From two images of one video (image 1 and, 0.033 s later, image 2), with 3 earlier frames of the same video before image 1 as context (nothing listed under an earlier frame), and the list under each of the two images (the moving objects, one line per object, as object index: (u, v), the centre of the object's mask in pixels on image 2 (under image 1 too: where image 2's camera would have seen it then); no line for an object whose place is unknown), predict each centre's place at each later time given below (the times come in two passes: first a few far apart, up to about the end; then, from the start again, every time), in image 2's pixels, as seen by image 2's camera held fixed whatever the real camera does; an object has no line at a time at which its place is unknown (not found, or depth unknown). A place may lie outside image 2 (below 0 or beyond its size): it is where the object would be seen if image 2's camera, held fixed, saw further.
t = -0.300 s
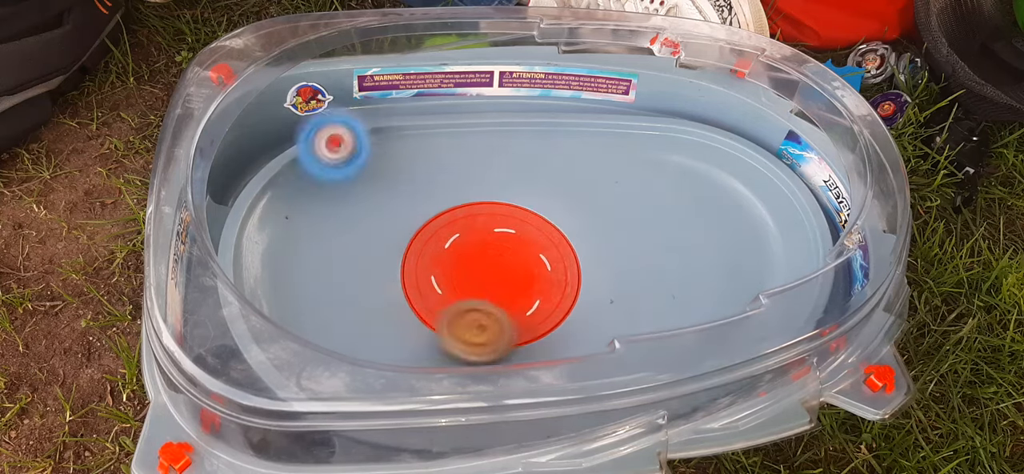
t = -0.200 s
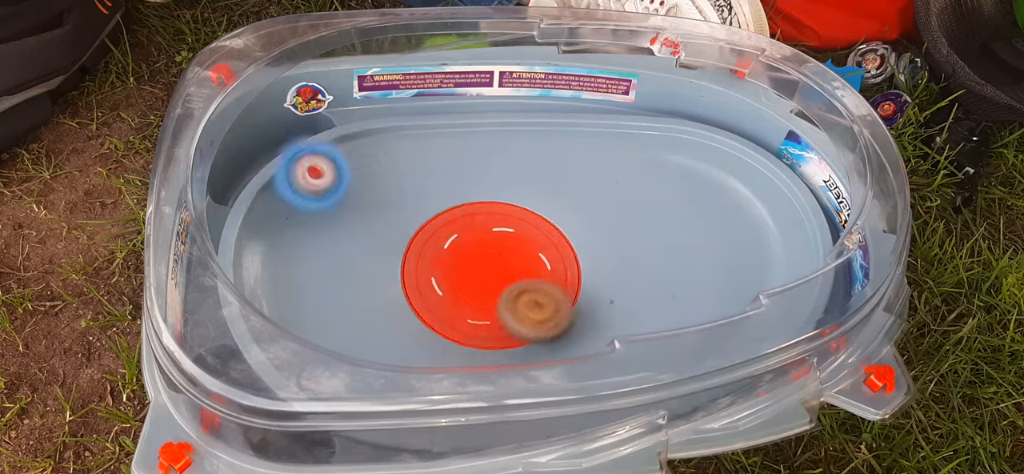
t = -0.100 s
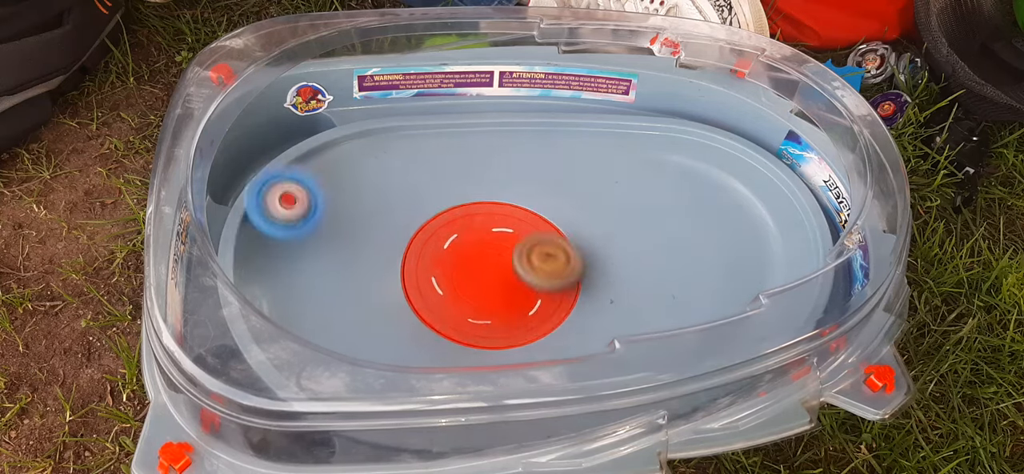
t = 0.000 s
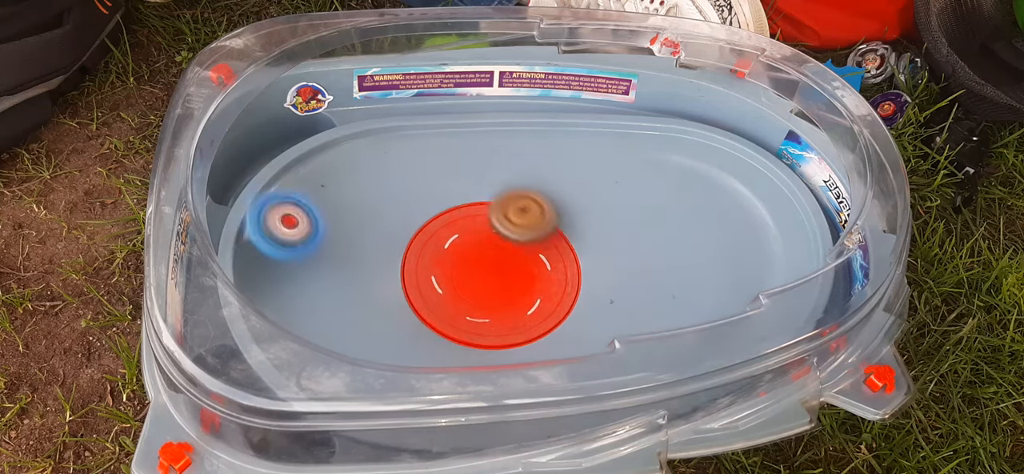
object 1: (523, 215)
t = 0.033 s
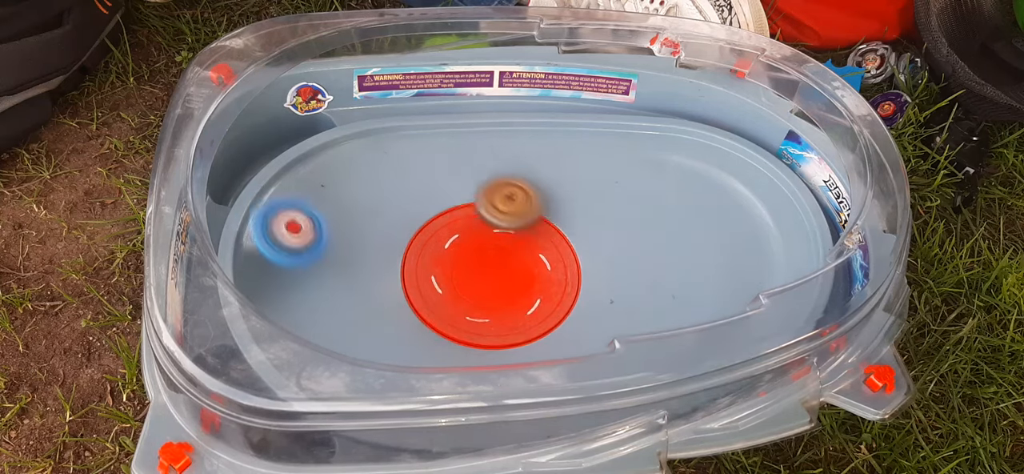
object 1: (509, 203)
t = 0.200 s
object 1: (418, 197)
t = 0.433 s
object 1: (431, 304)
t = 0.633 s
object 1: (562, 274)
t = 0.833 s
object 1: (542, 175)
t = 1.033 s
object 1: (497, 149)
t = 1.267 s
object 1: (463, 181)
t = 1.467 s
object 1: (466, 264)
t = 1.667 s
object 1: (566, 282)
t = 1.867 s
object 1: (574, 212)
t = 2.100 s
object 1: (477, 225)
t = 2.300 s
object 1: (498, 299)
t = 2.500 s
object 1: (570, 297)
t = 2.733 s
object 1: (543, 226)
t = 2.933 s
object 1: (463, 248)
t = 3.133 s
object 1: (452, 285)
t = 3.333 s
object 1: (495, 305)
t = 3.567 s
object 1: (529, 260)
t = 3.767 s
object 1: (495, 229)
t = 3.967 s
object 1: (465, 232)
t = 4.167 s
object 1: (459, 247)
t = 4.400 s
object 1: (488, 255)
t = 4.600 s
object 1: (513, 241)
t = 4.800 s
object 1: (518, 223)
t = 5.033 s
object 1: (504, 227)
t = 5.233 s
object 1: (508, 243)
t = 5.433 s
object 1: (526, 248)
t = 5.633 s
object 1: (532, 247)
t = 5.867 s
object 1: (519, 251)
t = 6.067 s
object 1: (519, 264)
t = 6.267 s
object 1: (523, 267)
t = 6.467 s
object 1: (516, 262)
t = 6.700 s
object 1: (503, 263)
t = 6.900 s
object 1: (505, 258)
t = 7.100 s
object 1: (496, 244)
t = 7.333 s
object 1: (474, 239)
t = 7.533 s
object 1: (479, 256)
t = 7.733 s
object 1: (496, 260)
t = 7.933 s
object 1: (500, 265)
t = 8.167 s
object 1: (517, 270)
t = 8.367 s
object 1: (520, 252)
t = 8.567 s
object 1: (510, 240)
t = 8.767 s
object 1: (487, 232)
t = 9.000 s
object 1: (473, 233)
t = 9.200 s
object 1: (468, 241)
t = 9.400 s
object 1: (476, 259)
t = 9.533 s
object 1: (485, 263)
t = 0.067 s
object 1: (493, 193)
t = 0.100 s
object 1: (476, 187)
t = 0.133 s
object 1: (457, 187)
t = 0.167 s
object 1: (438, 191)
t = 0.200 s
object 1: (418, 197)
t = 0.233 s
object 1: (402, 207)
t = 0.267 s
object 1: (391, 219)
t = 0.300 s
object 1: (386, 234)
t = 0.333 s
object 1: (386, 251)
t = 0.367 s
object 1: (394, 270)
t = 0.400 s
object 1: (409, 288)
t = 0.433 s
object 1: (431, 304)
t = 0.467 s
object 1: (458, 315)
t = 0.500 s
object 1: (485, 318)
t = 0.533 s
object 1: (510, 313)
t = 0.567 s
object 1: (532, 303)
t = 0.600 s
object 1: (549, 289)
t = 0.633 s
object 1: (562, 274)
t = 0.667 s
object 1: (572, 258)
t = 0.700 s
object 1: (575, 239)
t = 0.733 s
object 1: (572, 222)
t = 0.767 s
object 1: (565, 205)
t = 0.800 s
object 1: (554, 189)
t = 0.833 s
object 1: (542, 175)
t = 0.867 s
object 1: (530, 165)
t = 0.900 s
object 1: (520, 158)
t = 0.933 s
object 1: (512, 153)
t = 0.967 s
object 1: (506, 151)
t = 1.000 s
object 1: (501, 149)
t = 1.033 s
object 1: (497, 149)
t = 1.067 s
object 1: (493, 150)
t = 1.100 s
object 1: (490, 152)
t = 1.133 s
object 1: (486, 154)
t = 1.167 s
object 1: (483, 158)
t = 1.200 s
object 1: (478, 162)
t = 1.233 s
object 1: (472, 170)
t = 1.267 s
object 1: (463, 181)
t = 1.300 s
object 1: (453, 195)
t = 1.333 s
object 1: (445, 210)
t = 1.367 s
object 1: (443, 225)
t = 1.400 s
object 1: (446, 239)
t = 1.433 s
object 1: (454, 253)
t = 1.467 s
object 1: (466, 264)
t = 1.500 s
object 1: (481, 274)
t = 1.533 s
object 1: (496, 279)
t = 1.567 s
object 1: (513, 283)
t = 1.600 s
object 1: (531, 286)
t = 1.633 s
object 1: (548, 286)
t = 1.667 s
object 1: (566, 282)
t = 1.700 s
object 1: (577, 273)
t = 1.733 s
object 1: (581, 263)
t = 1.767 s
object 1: (583, 251)
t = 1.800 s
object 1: (583, 238)
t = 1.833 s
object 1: (581, 224)
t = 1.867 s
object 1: (574, 212)
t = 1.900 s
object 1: (562, 203)
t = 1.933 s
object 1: (547, 198)
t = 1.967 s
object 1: (529, 196)
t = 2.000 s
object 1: (510, 198)
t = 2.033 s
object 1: (495, 204)
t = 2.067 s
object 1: (484, 213)
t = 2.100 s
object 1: (477, 225)
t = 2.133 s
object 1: (473, 238)
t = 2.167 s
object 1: (474, 252)
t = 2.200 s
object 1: (476, 265)
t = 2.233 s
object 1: (482, 278)
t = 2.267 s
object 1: (489, 289)
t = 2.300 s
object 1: (498, 299)
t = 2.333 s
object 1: (510, 307)
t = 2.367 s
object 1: (524, 313)
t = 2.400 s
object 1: (537, 315)
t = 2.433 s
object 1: (549, 311)
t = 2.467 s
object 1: (560, 305)
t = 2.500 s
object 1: (570, 297)
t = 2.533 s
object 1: (578, 288)
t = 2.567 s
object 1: (583, 278)
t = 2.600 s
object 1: (583, 266)
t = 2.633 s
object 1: (579, 253)
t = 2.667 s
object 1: (571, 241)
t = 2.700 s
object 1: (558, 232)
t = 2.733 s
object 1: (543, 226)
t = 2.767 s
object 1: (527, 224)
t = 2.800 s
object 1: (510, 224)
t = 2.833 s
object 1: (495, 228)
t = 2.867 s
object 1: (482, 233)
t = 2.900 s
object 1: (471, 240)
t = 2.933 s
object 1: (463, 248)
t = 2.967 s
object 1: (457, 253)
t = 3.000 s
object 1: (455, 256)
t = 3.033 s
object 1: (453, 262)
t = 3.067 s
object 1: (451, 269)
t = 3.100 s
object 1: (450, 277)
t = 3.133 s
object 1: (452, 285)
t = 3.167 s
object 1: (455, 291)
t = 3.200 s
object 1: (461, 297)
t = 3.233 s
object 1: (468, 302)
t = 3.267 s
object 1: (476, 305)
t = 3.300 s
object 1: (485, 306)
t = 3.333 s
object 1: (495, 305)
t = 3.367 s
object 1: (508, 301)
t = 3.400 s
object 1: (518, 295)
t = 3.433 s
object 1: (525, 288)
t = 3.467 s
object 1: (529, 281)
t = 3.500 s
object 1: (531, 274)
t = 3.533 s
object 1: (531, 266)
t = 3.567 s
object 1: (529, 260)
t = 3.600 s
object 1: (526, 254)
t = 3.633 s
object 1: (522, 248)
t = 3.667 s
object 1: (516, 242)
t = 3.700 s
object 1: (509, 236)
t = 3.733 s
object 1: (501, 232)
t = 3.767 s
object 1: (495, 229)
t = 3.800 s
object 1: (489, 227)
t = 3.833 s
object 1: (484, 227)
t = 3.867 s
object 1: (480, 226)
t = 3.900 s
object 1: (475, 227)
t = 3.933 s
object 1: (469, 229)
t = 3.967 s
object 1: (465, 232)
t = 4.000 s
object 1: (462, 236)
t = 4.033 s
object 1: (460, 239)
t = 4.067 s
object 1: (459, 241)
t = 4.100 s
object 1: (459, 242)
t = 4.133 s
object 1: (458, 245)
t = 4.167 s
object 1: (459, 247)
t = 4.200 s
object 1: (462, 251)
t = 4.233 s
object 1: (465, 255)
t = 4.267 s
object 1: (469, 256)
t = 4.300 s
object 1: (474, 257)
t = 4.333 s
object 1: (479, 257)
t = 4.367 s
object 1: (484, 256)
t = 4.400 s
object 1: (488, 255)
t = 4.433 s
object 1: (492, 252)
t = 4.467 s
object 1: (496, 250)
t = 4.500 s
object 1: (501, 248)
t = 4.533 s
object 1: (506, 246)
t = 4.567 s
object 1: (510, 243)
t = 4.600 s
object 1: (513, 241)
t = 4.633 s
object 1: (516, 238)
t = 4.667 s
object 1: (518, 235)
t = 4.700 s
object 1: (520, 232)
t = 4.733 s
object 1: (519, 229)
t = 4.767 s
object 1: (519, 226)
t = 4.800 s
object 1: (518, 223)
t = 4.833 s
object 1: (516, 222)
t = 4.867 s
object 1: (513, 221)
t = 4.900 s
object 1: (511, 221)
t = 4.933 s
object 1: (508, 222)
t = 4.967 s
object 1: (506, 223)
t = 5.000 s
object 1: (505, 224)
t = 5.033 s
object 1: (504, 227)
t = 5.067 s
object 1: (503, 230)
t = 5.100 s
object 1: (502, 232)
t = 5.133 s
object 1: (503, 235)
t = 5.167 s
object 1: (504, 238)
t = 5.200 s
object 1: (505, 241)
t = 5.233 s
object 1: (508, 243)
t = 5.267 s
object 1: (511, 245)
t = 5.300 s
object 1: (514, 247)
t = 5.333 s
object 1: (517, 248)
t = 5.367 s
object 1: (520, 249)
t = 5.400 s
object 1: (523, 248)
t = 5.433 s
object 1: (526, 248)
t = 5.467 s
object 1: (528, 248)
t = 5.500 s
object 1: (531, 249)
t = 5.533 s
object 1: (532, 249)
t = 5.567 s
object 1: (533, 248)
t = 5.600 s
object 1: (533, 247)
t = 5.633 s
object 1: (532, 247)
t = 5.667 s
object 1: (531, 247)
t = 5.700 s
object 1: (529, 246)
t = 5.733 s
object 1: (526, 246)
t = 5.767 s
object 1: (524, 246)
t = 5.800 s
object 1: (523, 248)
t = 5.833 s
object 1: (521, 249)
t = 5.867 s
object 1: (519, 251)
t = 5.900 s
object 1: (518, 253)
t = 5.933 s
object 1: (518, 255)
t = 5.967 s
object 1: (518, 257)
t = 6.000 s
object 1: (518, 260)
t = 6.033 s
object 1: (518, 262)
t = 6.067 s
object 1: (519, 264)
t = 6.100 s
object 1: (519, 267)
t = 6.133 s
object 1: (520, 268)
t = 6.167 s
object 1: (521, 268)
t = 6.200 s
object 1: (522, 268)
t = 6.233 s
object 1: (523, 268)
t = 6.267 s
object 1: (523, 267)
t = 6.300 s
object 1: (523, 266)
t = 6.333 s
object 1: (523, 265)
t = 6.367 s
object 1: (522, 264)
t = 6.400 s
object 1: (520, 262)
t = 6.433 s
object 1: (518, 262)
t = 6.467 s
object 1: (516, 262)
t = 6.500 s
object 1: (514, 262)
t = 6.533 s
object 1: (512, 262)
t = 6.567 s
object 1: (509, 261)
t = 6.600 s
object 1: (507, 261)
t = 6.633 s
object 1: (505, 262)
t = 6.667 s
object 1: (504, 262)
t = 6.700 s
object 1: (503, 263)
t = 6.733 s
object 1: (505, 265)
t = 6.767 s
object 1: (507, 268)
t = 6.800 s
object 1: (508, 267)
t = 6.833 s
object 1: (508, 265)
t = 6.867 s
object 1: (507, 262)
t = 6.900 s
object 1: (505, 258)
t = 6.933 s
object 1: (503, 255)
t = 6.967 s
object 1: (501, 253)
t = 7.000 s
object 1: (499, 250)
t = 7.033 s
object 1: (498, 248)
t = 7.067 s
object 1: (498, 246)
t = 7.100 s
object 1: (496, 244)
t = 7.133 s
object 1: (494, 241)
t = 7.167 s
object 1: (492, 239)
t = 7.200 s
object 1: (489, 238)
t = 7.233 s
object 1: (485, 237)
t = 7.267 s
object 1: (481, 238)
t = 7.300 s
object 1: (477, 238)
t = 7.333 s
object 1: (474, 239)
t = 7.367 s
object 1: (472, 241)
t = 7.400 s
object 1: (471, 243)
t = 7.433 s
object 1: (471, 246)
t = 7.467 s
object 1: (472, 250)
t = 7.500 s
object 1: (475, 253)
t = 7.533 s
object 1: (479, 256)
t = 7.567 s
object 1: (482, 259)
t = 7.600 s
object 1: (486, 260)
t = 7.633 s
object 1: (490, 260)
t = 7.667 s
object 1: (492, 261)
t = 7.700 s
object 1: (493, 261)
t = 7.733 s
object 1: (496, 260)
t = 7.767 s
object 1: (496, 260)
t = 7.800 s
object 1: (497, 260)
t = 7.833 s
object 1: (498, 259)
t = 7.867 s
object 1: (501, 259)
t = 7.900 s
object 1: (500, 261)
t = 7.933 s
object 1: (500, 265)
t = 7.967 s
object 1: (500, 267)
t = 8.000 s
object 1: (502, 268)
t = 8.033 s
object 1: (504, 270)
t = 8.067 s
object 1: (506, 270)
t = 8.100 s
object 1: (510, 270)
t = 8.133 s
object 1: (513, 270)
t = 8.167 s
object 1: (517, 270)
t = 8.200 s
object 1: (520, 270)
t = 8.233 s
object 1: (521, 268)
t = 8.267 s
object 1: (521, 265)
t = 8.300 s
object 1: (522, 261)
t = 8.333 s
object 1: (522, 257)
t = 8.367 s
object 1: (520, 252)
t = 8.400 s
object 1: (519, 250)
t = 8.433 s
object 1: (517, 248)
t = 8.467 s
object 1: (513, 245)
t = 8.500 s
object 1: (512, 243)
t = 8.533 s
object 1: (512, 241)
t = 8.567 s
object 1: (510, 240)
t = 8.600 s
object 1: (506, 239)
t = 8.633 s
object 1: (501, 237)
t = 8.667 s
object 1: (496, 236)
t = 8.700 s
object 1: (490, 236)
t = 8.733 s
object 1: (486, 235)
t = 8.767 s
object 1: (487, 232)
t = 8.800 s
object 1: (487, 230)
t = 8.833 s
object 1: (486, 229)
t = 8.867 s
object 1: (483, 229)
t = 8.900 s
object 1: (480, 230)
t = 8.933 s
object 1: (477, 231)
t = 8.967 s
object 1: (475, 233)
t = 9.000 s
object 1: (473, 233)
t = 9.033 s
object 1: (472, 235)
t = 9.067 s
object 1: (472, 237)
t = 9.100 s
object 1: (470, 237)
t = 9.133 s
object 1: (469, 237)
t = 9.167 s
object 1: (468, 239)
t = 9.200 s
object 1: (468, 241)
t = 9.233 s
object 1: (469, 245)
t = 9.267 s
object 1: (471, 249)
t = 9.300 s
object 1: (475, 253)
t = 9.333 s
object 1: (479, 256)
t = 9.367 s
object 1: (476, 258)
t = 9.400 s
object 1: (476, 259)
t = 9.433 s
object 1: (477, 260)
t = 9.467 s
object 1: (480, 261)
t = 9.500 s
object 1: (483, 262)
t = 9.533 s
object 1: (485, 263)
